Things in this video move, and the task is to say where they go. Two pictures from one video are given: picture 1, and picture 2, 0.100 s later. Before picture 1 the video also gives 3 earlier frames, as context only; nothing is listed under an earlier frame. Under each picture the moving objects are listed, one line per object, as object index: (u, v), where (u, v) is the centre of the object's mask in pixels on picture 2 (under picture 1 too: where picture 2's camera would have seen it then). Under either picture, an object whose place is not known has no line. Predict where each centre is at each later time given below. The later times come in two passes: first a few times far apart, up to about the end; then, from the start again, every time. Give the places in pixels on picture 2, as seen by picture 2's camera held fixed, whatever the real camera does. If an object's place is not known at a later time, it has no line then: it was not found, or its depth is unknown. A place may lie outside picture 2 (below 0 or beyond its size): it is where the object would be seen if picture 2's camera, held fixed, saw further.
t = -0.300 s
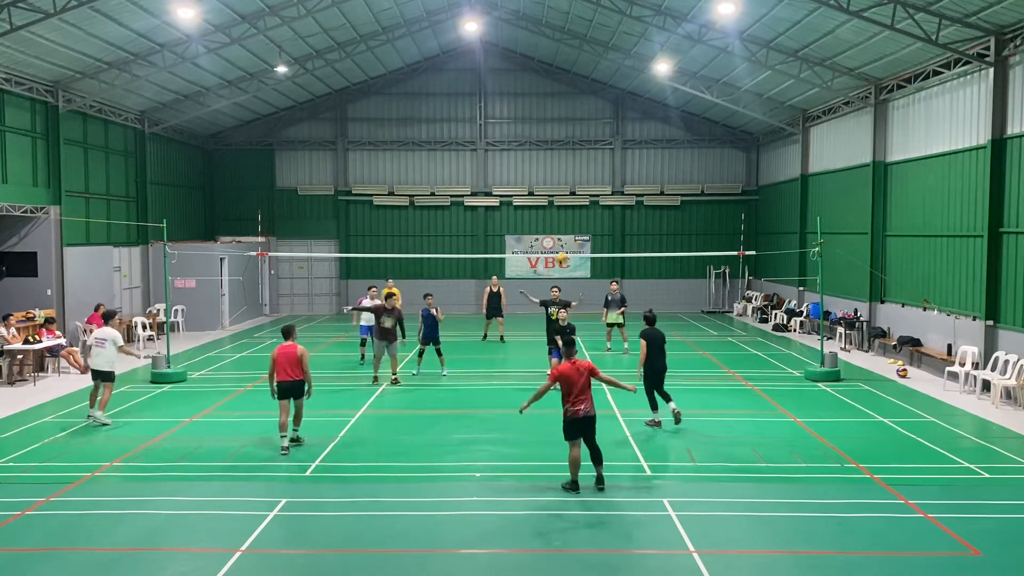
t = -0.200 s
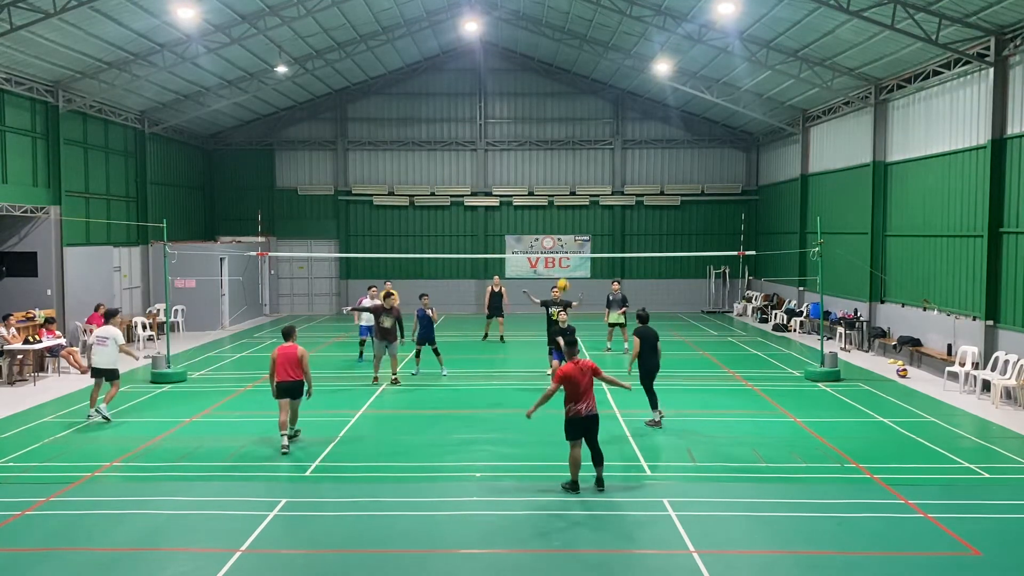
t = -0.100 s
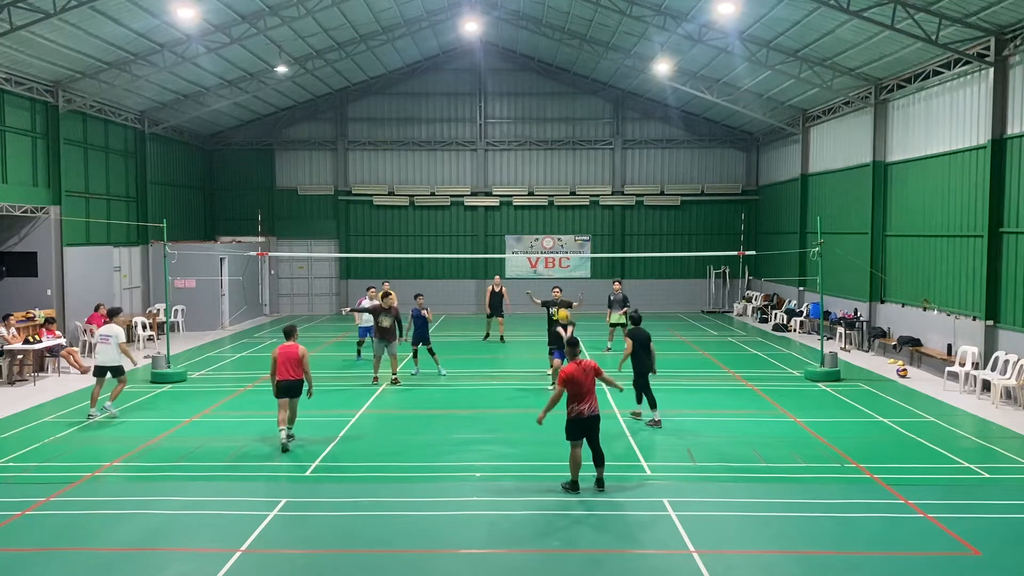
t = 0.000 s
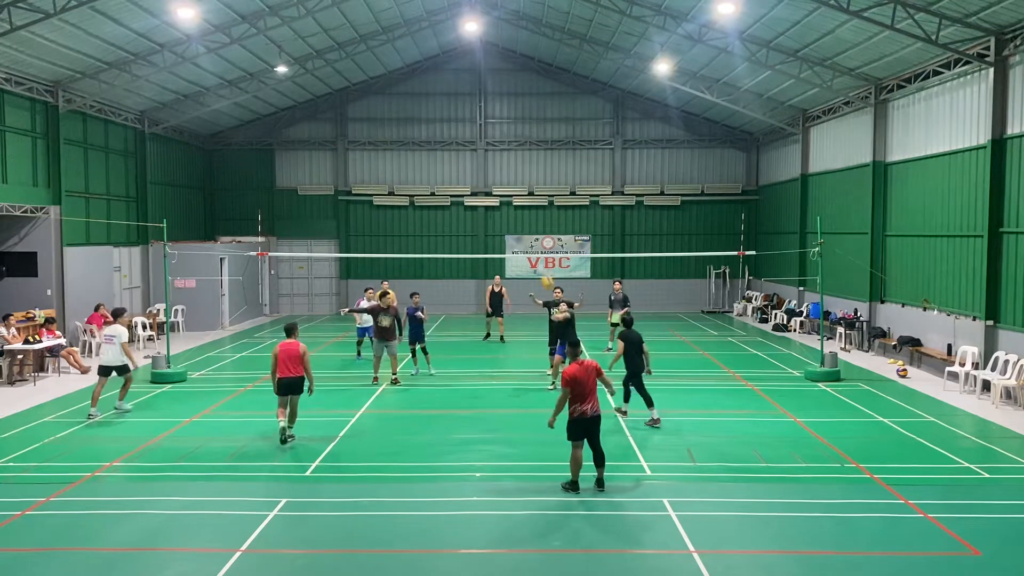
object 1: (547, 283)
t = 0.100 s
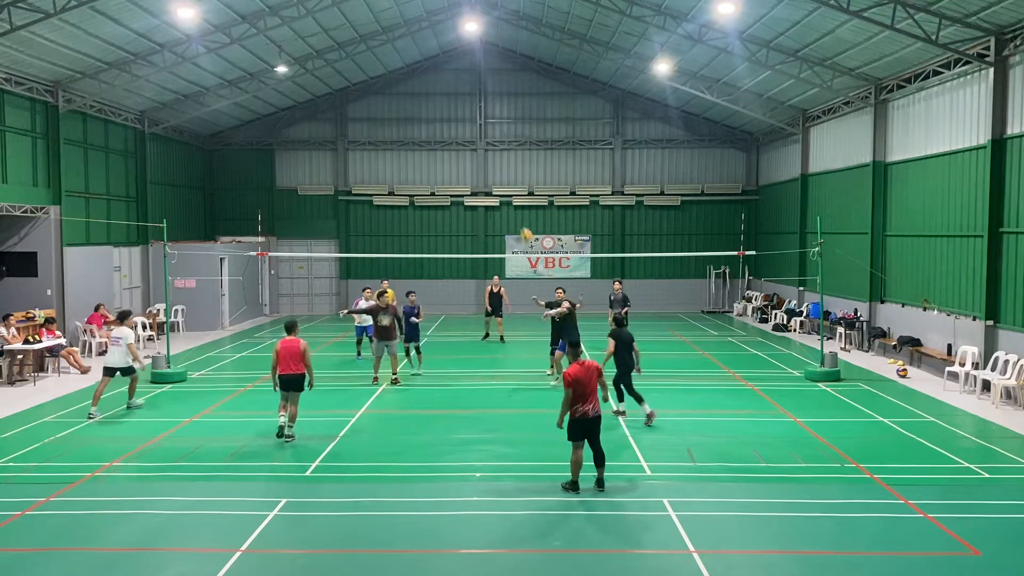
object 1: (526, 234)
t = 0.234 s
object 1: (501, 182)
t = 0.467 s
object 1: (458, 117)
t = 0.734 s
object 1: (412, 83)
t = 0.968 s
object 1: (375, 86)
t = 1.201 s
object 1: (340, 118)
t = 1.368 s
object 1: (317, 156)
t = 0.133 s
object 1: (520, 221)
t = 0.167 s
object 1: (513, 207)
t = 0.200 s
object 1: (507, 195)
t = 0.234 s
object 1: (501, 182)
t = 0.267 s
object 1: (494, 171)
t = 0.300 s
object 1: (488, 161)
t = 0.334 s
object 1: (482, 151)
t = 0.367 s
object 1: (476, 142)
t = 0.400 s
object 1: (470, 133)
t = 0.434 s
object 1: (464, 125)
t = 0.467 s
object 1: (458, 117)
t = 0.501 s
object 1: (452, 112)
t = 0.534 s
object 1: (446, 105)
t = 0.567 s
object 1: (441, 100)
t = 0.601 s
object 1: (435, 95)
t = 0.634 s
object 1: (429, 92)
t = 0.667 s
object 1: (423, 88)
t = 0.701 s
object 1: (418, 86)
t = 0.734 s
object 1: (412, 83)
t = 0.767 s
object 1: (406, 82)
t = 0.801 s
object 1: (401, 81)
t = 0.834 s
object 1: (396, 81)
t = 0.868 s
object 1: (390, 81)
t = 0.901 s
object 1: (385, 82)
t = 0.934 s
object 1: (380, 84)
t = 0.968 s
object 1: (375, 86)
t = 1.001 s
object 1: (370, 89)
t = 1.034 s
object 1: (364, 92)
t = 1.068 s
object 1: (359, 96)
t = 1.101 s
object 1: (354, 101)
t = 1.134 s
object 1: (350, 106)
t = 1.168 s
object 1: (345, 111)
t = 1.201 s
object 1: (340, 118)
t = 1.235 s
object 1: (335, 124)
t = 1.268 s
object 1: (331, 132)
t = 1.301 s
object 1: (326, 139)
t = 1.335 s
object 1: (322, 147)
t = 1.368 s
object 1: (317, 156)
